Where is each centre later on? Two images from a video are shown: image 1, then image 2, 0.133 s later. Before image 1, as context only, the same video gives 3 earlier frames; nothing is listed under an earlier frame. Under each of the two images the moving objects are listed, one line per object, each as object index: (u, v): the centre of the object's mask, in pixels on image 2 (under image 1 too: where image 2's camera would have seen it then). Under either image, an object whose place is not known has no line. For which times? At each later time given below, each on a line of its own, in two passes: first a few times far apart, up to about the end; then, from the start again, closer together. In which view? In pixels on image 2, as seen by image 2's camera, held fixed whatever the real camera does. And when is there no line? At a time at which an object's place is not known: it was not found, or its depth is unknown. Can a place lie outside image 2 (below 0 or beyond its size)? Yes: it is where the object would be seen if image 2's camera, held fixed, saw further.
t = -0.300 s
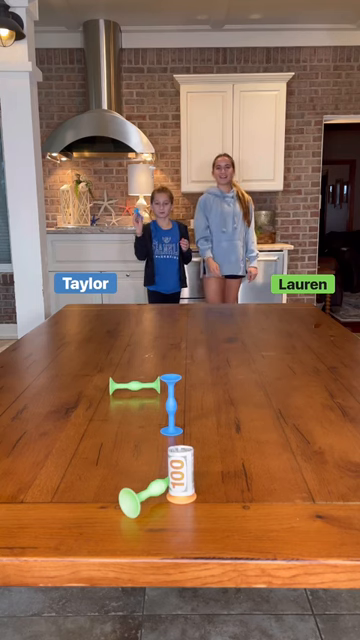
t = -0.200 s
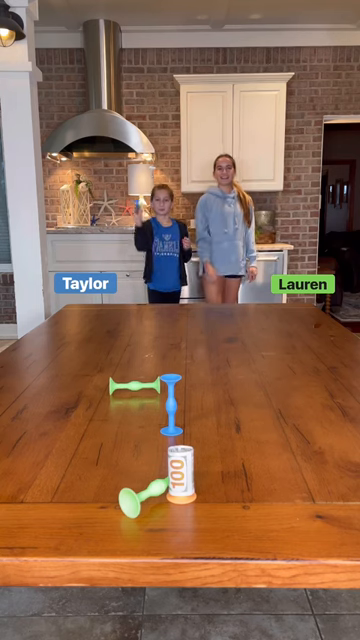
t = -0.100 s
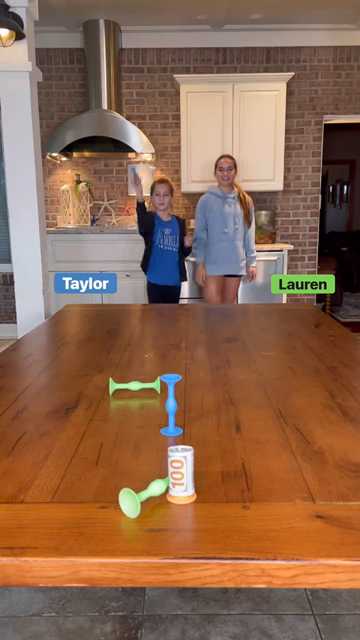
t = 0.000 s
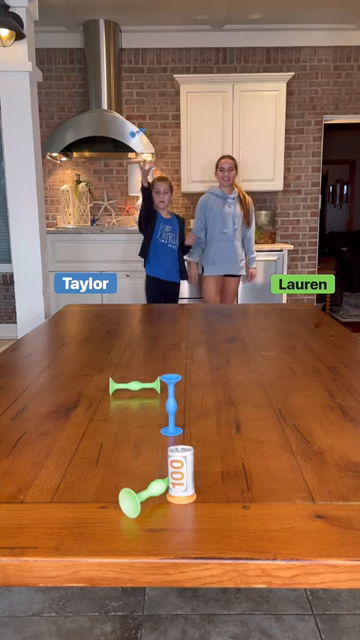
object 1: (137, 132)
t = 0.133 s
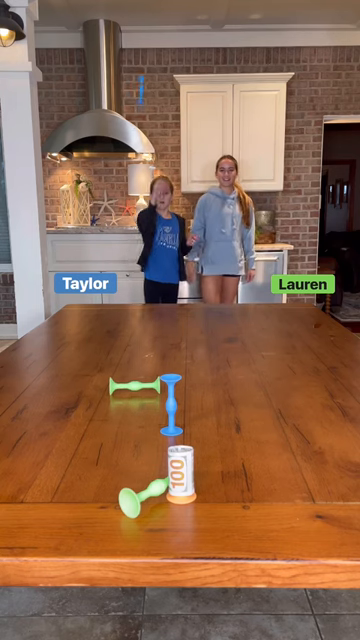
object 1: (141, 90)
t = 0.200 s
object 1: (144, 79)
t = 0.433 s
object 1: (168, 161)
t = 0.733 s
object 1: (296, 503)
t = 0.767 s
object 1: (327, 549)
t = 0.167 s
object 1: (142, 84)
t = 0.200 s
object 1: (144, 79)
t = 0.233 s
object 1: (146, 78)
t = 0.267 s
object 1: (148, 79)
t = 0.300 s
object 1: (150, 84)
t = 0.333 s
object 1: (153, 94)
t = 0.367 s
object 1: (158, 110)
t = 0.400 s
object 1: (163, 132)
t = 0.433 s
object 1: (168, 161)
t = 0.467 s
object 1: (175, 199)
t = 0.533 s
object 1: (193, 321)
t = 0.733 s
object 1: (296, 503)
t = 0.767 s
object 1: (327, 549)
